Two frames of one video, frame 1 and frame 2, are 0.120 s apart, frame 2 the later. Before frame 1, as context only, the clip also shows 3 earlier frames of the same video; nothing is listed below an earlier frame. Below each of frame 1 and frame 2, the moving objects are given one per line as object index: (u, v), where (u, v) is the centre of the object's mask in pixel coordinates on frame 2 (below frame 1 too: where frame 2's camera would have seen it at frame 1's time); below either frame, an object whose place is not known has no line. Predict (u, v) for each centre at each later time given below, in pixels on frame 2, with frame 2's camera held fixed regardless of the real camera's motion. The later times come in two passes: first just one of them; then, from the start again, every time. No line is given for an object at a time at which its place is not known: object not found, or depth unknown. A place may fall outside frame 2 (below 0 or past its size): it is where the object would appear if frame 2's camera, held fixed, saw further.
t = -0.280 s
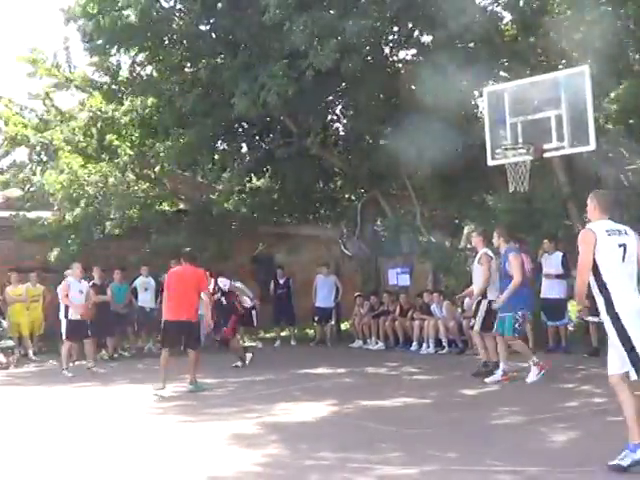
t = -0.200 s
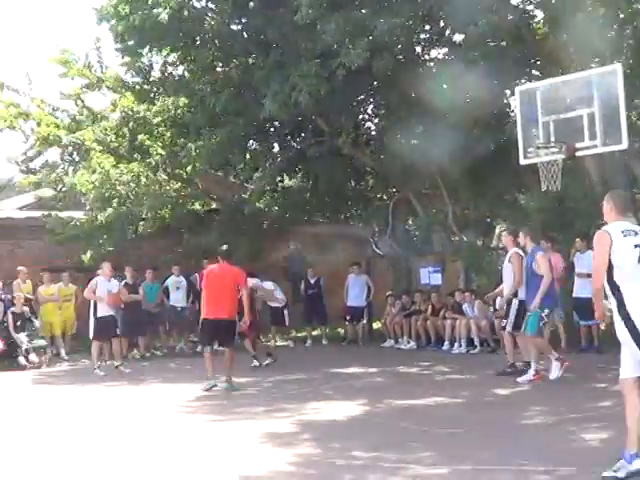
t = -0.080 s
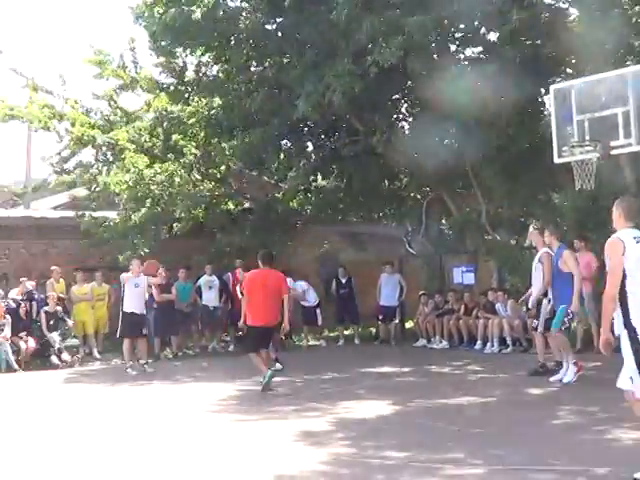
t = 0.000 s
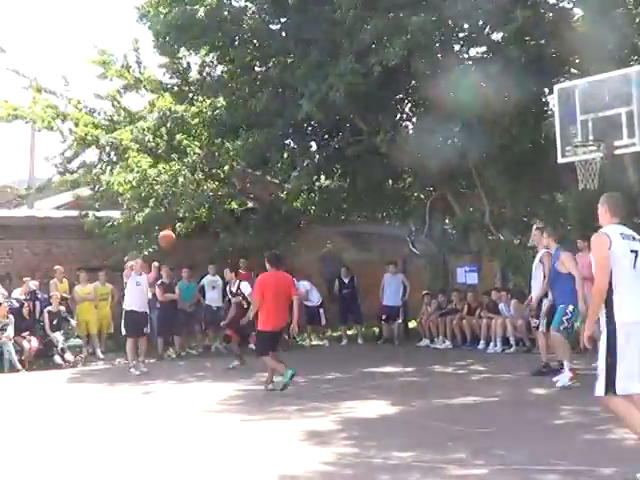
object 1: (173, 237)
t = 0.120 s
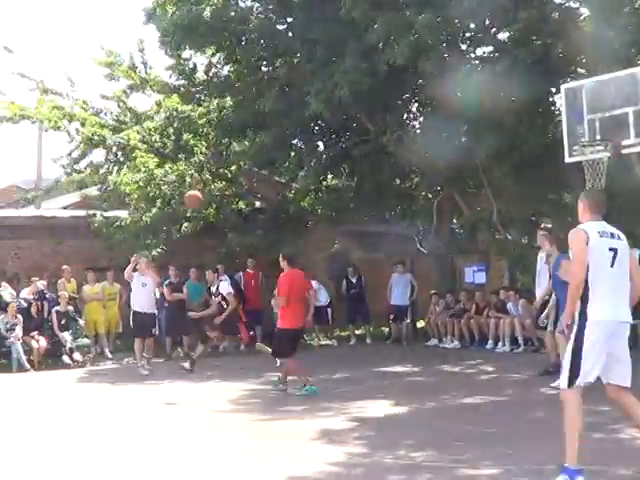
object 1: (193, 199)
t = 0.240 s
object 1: (215, 163)
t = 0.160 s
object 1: (202, 186)
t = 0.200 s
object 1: (209, 174)
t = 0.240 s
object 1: (215, 163)
